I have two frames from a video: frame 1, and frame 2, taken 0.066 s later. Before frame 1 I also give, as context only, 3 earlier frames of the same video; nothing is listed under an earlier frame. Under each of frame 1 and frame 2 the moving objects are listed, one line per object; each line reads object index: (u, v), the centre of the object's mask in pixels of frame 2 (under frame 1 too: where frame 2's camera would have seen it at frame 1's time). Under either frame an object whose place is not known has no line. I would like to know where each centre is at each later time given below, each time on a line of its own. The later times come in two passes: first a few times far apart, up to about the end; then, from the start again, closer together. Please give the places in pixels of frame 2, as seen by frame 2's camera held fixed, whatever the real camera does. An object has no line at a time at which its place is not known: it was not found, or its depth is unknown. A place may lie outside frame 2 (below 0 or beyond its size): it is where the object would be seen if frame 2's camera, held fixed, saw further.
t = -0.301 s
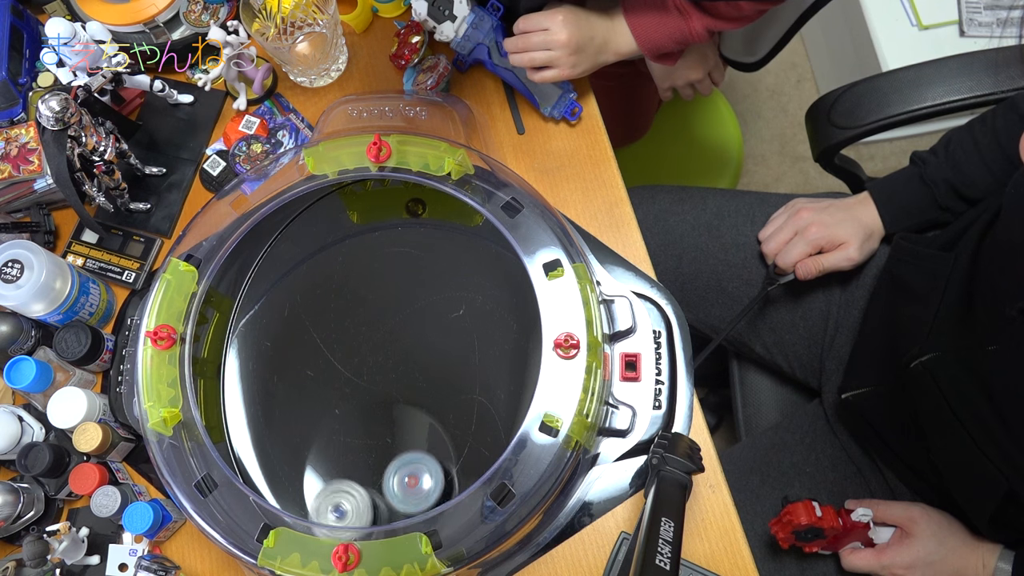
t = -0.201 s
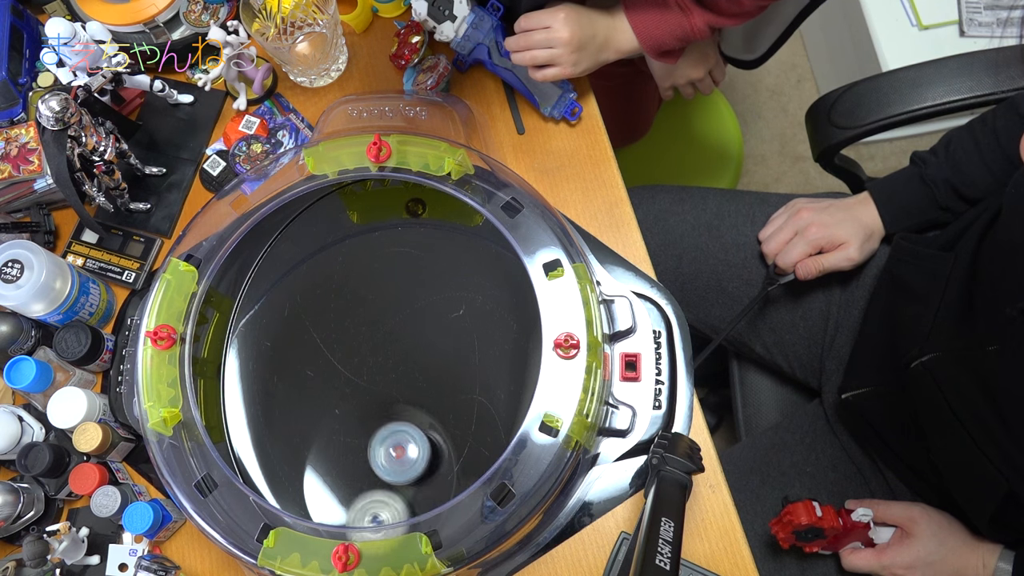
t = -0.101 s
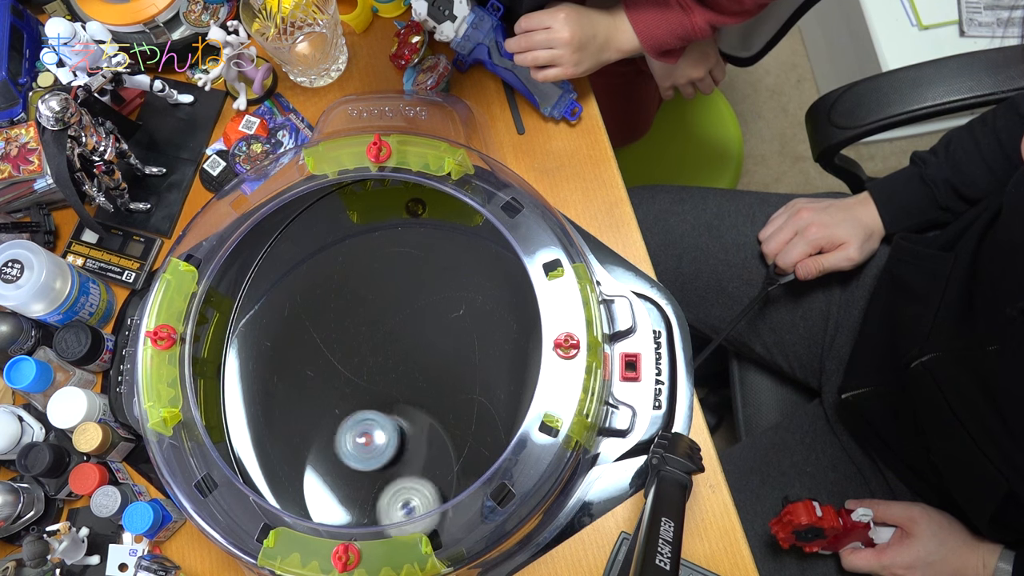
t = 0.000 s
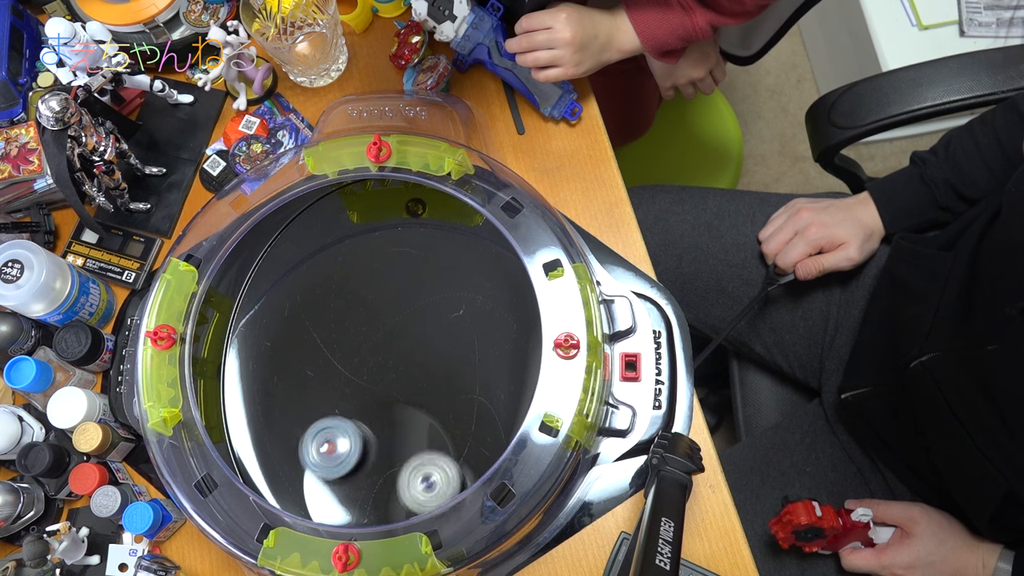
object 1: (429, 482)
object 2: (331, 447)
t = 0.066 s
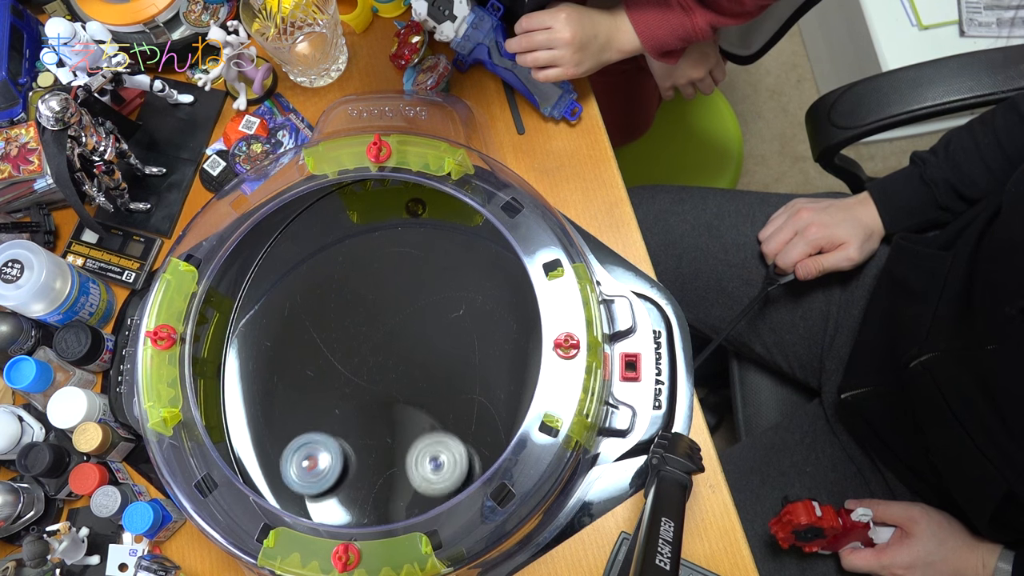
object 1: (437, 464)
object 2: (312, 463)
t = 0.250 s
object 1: (433, 413)
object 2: (322, 517)
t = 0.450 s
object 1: (396, 399)
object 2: (412, 489)
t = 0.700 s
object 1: (334, 451)
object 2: (432, 384)
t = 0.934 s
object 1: (344, 518)
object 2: (417, 310)
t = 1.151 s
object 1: (407, 491)
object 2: (378, 280)
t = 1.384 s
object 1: (392, 427)
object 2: (336, 312)
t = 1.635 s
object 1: (340, 453)
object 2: (321, 386)
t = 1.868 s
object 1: (358, 520)
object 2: (343, 465)
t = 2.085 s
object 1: (438, 484)
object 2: (375, 419)
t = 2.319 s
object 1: (467, 451)
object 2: (377, 353)
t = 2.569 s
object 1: (432, 426)
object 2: (372, 313)
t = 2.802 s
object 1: (362, 434)
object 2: (361, 328)
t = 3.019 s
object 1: (318, 471)
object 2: (361, 379)
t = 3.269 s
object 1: (324, 514)
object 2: (389, 470)
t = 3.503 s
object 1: (395, 489)
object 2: (480, 468)
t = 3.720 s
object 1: (416, 437)
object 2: (502, 430)
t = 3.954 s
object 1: (410, 397)
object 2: (470, 409)
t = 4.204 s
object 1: (370, 375)
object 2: (418, 465)
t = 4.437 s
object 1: (340, 406)
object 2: (356, 517)
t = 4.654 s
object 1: (331, 460)
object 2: (368, 514)
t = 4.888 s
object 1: (334, 475)
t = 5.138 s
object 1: (335, 488)
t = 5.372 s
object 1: (328, 492)
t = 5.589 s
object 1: (347, 491)
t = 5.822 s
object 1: (372, 488)
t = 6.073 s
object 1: (402, 462)
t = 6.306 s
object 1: (387, 466)
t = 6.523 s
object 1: (373, 478)
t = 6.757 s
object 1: (368, 503)
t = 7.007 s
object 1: (388, 507)
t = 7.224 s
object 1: (422, 478)
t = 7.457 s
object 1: (397, 430)
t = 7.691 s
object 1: (363, 425)
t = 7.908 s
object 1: (337, 436)
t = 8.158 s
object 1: (345, 476)
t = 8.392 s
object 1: (368, 503)
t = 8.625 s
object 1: (381, 517)
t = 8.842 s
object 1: (365, 505)
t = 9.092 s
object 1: (265, 473)
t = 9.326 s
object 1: (279, 435)
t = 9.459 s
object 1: (308, 426)
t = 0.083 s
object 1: (439, 459)
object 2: (309, 469)
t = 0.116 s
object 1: (440, 448)
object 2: (303, 480)
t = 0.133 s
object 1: (440, 443)
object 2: (304, 485)
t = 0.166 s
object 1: (439, 433)
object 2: (305, 494)
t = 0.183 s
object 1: (439, 428)
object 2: (306, 500)
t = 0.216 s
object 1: (436, 420)
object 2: (311, 511)
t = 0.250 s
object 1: (433, 413)
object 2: (322, 517)
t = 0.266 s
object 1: (431, 410)
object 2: (329, 519)
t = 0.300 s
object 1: (427, 406)
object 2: (346, 521)
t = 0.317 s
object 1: (424, 403)
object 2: (355, 520)
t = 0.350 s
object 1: (419, 401)
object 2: (371, 516)
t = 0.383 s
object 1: (412, 399)
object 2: (386, 506)
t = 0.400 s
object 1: (409, 398)
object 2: (394, 508)
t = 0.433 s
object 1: (401, 399)
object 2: (406, 494)
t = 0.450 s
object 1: (396, 399)
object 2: (412, 489)
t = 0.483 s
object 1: (387, 402)
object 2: (421, 477)
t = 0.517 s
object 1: (377, 405)
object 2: (426, 462)
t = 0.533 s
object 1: (371, 408)
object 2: (428, 454)
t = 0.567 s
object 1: (362, 414)
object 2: (431, 439)
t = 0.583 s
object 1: (357, 418)
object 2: (431, 432)
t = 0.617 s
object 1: (349, 426)
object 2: (431, 417)
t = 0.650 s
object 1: (342, 435)
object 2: (432, 404)
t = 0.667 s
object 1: (338, 441)
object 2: (432, 397)
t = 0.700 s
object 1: (334, 451)
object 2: (432, 384)
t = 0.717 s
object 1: (331, 456)
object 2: (431, 378)
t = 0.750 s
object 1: (329, 468)
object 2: (431, 366)
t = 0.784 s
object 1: (326, 480)
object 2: (430, 354)
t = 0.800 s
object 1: (327, 487)
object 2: (429, 349)
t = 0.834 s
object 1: (328, 496)
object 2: (427, 338)
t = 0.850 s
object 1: (330, 499)
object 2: (426, 333)
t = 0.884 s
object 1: (333, 510)
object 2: (423, 323)
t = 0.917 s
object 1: (341, 515)
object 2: (419, 314)
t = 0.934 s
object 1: (344, 518)
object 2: (417, 310)
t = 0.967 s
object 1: (352, 522)
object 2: (412, 302)
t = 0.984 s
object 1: (357, 521)
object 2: (409, 298)
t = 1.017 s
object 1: (370, 517)
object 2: (404, 292)
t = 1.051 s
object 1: (382, 513)
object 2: (398, 288)
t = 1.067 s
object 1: (387, 511)
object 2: (394, 285)
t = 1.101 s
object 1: (396, 501)
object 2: (388, 282)
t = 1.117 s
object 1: (400, 498)
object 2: (384, 281)
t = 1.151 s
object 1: (407, 491)
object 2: (378, 280)
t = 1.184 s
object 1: (411, 483)
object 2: (371, 280)
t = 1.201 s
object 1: (412, 477)
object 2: (367, 281)
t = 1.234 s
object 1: (412, 467)
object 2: (360, 284)
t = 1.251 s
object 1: (411, 462)
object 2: (357, 287)
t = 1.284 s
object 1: (409, 452)
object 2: (351, 291)
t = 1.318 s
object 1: (404, 442)
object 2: (346, 297)
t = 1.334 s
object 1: (402, 438)
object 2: (343, 300)
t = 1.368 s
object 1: (395, 431)
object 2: (338, 308)
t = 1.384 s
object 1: (392, 427)
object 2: (336, 312)
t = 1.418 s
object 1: (385, 423)
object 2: (333, 322)
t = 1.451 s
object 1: (376, 418)
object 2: (329, 333)
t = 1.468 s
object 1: (372, 418)
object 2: (328, 339)
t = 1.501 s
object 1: (363, 417)
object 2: (327, 351)
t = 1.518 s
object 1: (358, 418)
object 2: (326, 357)
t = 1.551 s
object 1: (351, 424)
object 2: (324, 367)
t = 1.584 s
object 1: (345, 435)
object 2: (322, 373)
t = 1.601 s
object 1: (343, 441)
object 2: (322, 377)
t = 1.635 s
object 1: (340, 453)
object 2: (321, 386)
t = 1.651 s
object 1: (339, 459)
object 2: (320, 390)
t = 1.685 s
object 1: (338, 470)
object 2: (321, 400)
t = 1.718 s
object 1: (339, 483)
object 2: (323, 410)
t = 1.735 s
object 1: (340, 489)
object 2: (324, 416)
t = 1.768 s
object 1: (343, 497)
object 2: (327, 428)
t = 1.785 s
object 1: (344, 501)
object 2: (329, 435)
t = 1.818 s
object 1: (349, 507)
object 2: (333, 448)
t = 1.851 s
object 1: (355, 517)
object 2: (339, 460)
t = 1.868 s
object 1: (358, 520)
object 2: (343, 465)
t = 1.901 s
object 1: (366, 524)
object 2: (351, 471)
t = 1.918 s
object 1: (374, 526)
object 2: (354, 470)
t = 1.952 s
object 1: (390, 514)
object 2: (362, 467)
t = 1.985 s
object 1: (406, 509)
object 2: (368, 456)
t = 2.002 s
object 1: (414, 507)
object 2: (370, 449)
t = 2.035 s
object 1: (426, 500)
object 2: (373, 436)
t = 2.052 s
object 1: (432, 497)
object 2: (373, 430)
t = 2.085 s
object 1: (438, 484)
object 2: (375, 419)
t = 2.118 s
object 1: (445, 477)
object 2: (375, 408)
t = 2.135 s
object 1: (449, 474)
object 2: (375, 404)
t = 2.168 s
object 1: (454, 469)
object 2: (374, 394)
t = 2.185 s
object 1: (456, 467)
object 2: (373, 389)
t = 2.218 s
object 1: (461, 463)
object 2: (374, 380)
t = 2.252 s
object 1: (464, 458)
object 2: (375, 371)
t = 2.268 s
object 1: (465, 456)
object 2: (375, 367)
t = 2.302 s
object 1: (467, 452)
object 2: (376, 358)
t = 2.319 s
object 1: (467, 451)
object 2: (377, 353)
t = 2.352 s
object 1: (467, 446)
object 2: (377, 345)
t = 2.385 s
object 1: (465, 442)
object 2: (377, 338)
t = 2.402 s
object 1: (464, 440)
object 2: (377, 334)
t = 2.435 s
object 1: (460, 436)
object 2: (376, 328)
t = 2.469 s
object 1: (454, 433)
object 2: (376, 322)
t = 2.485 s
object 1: (451, 432)
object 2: (375, 321)
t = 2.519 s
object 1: (444, 429)
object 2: (374, 317)
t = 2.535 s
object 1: (440, 428)
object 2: (373, 315)
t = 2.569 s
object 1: (432, 426)
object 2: (372, 313)
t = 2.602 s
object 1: (422, 425)
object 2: (370, 313)
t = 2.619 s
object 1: (418, 425)
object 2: (369, 313)
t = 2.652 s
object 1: (407, 424)
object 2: (367, 314)
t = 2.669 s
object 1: (401, 424)
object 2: (366, 314)
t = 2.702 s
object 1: (391, 425)
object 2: (365, 316)
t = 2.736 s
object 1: (381, 427)
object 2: (364, 320)
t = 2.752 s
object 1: (376, 428)
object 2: (362, 321)
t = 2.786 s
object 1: (367, 432)
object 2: (361, 325)
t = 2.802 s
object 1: (362, 434)
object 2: (361, 328)
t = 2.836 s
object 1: (353, 438)
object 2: (360, 334)
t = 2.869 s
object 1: (345, 443)
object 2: (359, 340)
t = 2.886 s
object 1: (341, 446)
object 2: (359, 343)
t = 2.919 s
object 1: (335, 451)
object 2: (359, 351)
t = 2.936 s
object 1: (332, 454)
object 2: (359, 355)
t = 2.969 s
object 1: (326, 461)
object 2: (359, 365)
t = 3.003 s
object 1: (320, 467)
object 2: (360, 375)
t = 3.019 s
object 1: (318, 471)
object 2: (361, 379)
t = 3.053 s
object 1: (315, 478)
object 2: (363, 391)
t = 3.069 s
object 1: (315, 481)
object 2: (363, 397)
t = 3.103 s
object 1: (313, 488)
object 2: (364, 410)
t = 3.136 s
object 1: (314, 493)
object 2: (365, 423)
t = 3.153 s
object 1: (316, 495)
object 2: (366, 430)
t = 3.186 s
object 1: (323, 499)
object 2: (368, 444)
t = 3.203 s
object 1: (322, 501)
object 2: (369, 451)
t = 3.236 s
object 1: (328, 504)
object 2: (373, 465)
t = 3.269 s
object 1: (324, 514)
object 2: (389, 470)
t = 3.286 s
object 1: (322, 517)
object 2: (399, 471)
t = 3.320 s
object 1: (329, 519)
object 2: (416, 473)
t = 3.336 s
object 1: (334, 518)
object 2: (424, 473)
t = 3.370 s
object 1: (347, 515)
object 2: (437, 472)
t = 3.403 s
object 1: (361, 506)
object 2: (448, 469)
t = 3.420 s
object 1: (367, 504)
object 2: (453, 468)
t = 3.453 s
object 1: (378, 499)
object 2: (462, 465)
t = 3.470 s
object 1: (384, 496)
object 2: (469, 468)
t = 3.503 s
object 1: (395, 489)
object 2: (480, 468)
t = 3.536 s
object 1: (403, 480)
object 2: (491, 469)
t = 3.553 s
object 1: (406, 476)
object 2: (496, 469)
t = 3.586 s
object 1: (411, 468)
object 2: (490, 453)
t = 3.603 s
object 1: (413, 464)
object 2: (493, 451)
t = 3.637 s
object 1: (415, 456)
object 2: (497, 446)
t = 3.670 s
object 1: (416, 448)
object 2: (500, 440)
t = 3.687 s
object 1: (416, 444)
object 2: (501, 437)
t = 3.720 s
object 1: (416, 437)
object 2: (502, 430)
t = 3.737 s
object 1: (416, 434)
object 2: (502, 428)
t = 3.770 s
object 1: (416, 427)
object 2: (501, 421)
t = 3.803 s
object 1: (415, 420)
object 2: (499, 416)
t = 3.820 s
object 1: (415, 417)
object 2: (497, 414)
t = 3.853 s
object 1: (413, 412)
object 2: (492, 410)
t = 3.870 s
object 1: (413, 409)
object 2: (489, 409)
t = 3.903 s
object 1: (412, 404)
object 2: (482, 407)
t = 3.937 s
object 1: (411, 399)
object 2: (473, 408)
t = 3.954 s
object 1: (410, 397)
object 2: (470, 409)
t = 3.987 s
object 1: (404, 391)
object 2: (466, 415)
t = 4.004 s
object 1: (401, 388)
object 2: (464, 418)
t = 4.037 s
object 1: (395, 383)
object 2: (459, 425)
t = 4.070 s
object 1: (390, 379)
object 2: (452, 433)
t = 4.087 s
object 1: (388, 378)
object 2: (449, 437)
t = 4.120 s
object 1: (383, 376)
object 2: (442, 445)
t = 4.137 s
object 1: (381, 375)
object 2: (437, 450)
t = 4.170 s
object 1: (376, 375)
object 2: (428, 458)
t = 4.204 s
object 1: (370, 375)
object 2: (418, 465)
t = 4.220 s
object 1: (368, 375)
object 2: (412, 469)
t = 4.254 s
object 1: (363, 377)
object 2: (401, 477)
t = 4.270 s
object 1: (360, 378)
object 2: (397, 481)
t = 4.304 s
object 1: (355, 382)
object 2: (387, 490)
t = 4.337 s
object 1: (351, 386)
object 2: (377, 497)
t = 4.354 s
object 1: (349, 389)
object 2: (373, 500)
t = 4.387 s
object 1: (345, 395)
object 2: (365, 505)
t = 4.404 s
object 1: (343, 398)
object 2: (362, 507)
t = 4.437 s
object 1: (340, 406)
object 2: (356, 517)
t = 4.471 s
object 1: (337, 414)
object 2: (353, 521)
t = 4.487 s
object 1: (336, 418)
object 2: (352, 522)
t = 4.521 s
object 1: (333, 427)
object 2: (353, 521)
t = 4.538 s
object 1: (333, 432)
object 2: (354, 521)
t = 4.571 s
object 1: (332, 442)
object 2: (357, 519)
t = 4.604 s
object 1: (332, 451)
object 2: (361, 516)
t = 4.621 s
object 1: (332, 455)
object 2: (363, 513)
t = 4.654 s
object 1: (331, 460)
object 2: (368, 514)
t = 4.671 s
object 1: (330, 459)
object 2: (372, 513)
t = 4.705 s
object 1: (329, 459)
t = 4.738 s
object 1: (330, 461)
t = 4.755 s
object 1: (331, 462)
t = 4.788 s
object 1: (333, 465)
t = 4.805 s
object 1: (334, 467)
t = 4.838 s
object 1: (337, 472)
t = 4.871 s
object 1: (339, 474)
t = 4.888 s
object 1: (334, 475)
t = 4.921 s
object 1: (329, 475)
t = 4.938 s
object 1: (327, 475)
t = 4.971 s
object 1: (325, 476)
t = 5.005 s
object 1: (324, 479)
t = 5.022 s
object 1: (325, 480)
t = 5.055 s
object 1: (326, 482)
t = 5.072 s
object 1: (328, 484)
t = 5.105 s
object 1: (332, 487)
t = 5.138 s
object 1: (335, 488)
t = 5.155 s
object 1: (330, 489)
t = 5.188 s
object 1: (322, 490)
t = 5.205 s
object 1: (319, 490)
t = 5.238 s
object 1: (315, 490)
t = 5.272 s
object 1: (315, 491)
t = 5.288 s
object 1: (316, 491)
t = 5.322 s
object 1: (319, 492)
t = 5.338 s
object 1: (322, 492)
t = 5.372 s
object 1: (328, 492)
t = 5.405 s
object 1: (335, 492)
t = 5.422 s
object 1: (340, 492)
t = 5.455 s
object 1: (348, 488)
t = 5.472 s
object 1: (352, 487)
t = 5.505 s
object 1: (357, 485)
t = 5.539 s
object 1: (352, 489)
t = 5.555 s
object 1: (350, 489)
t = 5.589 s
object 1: (347, 491)
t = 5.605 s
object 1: (346, 493)
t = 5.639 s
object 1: (346, 493)
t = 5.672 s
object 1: (348, 493)
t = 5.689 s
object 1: (349, 494)
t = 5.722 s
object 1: (354, 494)
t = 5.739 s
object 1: (357, 493)
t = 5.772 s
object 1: (363, 492)
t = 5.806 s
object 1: (369, 490)
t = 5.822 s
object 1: (372, 488)
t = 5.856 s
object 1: (378, 485)
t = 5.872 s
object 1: (381, 483)
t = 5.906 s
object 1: (385, 479)
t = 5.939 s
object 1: (390, 476)
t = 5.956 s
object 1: (394, 473)
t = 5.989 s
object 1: (397, 468)
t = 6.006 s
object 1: (399, 467)
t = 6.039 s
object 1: (403, 462)
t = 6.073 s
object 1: (402, 462)
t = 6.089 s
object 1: (401, 463)
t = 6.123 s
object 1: (398, 465)
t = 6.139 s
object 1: (396, 465)
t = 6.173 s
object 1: (394, 466)
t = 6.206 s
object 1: (393, 466)
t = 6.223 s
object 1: (391, 466)
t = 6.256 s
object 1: (390, 466)
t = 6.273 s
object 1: (389, 466)
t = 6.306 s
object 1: (387, 466)
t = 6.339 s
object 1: (386, 467)
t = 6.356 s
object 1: (385, 467)
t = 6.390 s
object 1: (383, 468)
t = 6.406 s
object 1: (382, 468)
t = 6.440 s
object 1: (379, 470)
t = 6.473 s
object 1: (376, 473)
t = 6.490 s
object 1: (375, 474)
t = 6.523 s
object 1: (373, 478)
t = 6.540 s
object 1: (372, 480)
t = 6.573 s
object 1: (370, 484)
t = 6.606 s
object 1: (368, 488)
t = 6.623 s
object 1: (369, 491)
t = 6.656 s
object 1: (367, 494)
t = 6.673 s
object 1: (367, 496)
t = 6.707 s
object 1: (368, 499)
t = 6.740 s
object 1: (368, 501)
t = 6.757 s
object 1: (368, 503)
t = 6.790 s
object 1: (370, 505)
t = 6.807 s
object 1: (371, 505)
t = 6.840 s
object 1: (374, 506)
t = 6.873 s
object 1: (378, 505)
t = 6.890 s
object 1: (379, 505)
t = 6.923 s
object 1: (383, 503)
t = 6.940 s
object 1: (384, 502)
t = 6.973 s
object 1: (385, 500)
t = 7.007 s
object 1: (388, 507)
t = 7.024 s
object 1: (389, 511)
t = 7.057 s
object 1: (391, 520)
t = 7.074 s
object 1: (395, 522)
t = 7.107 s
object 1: (402, 517)
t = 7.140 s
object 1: (412, 508)
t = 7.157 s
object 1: (414, 504)
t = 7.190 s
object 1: (418, 490)
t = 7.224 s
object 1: (422, 478)
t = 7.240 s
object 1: (421, 473)
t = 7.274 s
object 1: (421, 461)
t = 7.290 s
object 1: (420, 456)
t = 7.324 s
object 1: (417, 447)
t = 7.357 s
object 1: (413, 440)
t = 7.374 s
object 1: (410, 438)
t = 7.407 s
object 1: (405, 434)
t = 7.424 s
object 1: (402, 432)
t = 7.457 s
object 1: (397, 430)
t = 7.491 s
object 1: (393, 429)
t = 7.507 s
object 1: (390, 428)
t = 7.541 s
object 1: (385, 427)
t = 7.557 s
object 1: (382, 427)
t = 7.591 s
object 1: (377, 425)
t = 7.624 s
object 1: (372, 425)
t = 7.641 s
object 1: (370, 425)
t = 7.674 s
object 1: (365, 425)
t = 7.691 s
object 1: (363, 425)
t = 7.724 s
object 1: (359, 426)
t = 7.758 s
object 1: (355, 426)
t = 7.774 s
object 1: (352, 427)
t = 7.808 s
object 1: (348, 428)
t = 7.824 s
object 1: (346, 429)
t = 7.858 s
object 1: (342, 431)
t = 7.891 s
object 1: (339, 435)
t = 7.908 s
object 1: (337, 436)
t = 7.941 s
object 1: (335, 441)
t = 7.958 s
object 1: (334, 444)
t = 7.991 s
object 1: (334, 449)
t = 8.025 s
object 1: (335, 454)
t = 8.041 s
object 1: (336, 458)
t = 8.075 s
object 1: (337, 462)
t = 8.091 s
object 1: (339, 466)
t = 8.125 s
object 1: (341, 471)
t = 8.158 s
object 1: (345, 476)
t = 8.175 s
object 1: (346, 479)
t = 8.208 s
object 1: (350, 484)
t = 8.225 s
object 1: (352, 487)
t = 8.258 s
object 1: (356, 492)
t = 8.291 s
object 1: (359, 495)
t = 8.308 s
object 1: (361, 497)
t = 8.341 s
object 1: (364, 499)
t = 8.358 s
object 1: (366, 501)
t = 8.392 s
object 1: (368, 503)
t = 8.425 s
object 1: (371, 505)
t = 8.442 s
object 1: (373, 506)
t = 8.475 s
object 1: (375, 507)
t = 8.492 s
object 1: (377, 511)
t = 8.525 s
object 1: (380, 512)
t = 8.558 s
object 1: (382, 512)
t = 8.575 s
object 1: (384, 512)
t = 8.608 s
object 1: (383, 515)
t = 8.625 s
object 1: (381, 517)
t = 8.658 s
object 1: (376, 521)
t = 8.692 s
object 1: (374, 523)
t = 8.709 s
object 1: (371, 523)
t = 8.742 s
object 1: (370, 521)
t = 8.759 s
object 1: (369, 521)
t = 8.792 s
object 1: (366, 516)
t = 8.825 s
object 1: (364, 512)
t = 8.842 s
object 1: (365, 505)
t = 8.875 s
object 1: (364, 500)
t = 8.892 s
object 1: (363, 497)
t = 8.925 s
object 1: (348, 494)
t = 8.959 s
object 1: (322, 492)
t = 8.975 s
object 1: (313, 490)
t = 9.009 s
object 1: (295, 485)
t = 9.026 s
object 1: (287, 483)
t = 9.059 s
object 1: (275, 478)
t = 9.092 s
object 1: (265, 473)
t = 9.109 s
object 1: (262, 470)
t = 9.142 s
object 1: (258, 465)
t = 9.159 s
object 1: (256, 462)
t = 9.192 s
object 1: (257, 456)
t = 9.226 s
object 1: (260, 451)
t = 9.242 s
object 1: (263, 447)
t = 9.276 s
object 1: (268, 442)
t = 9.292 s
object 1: (272, 440)
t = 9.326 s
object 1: (279, 435)
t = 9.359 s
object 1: (285, 432)
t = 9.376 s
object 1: (288, 432)
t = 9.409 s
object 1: (297, 428)
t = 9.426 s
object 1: (300, 427)
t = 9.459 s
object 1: (308, 426)
